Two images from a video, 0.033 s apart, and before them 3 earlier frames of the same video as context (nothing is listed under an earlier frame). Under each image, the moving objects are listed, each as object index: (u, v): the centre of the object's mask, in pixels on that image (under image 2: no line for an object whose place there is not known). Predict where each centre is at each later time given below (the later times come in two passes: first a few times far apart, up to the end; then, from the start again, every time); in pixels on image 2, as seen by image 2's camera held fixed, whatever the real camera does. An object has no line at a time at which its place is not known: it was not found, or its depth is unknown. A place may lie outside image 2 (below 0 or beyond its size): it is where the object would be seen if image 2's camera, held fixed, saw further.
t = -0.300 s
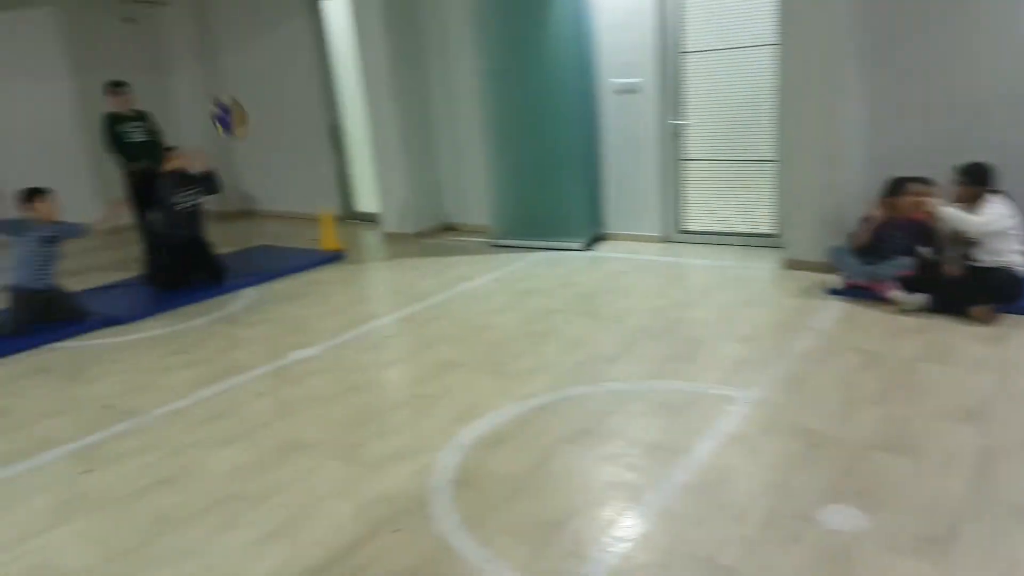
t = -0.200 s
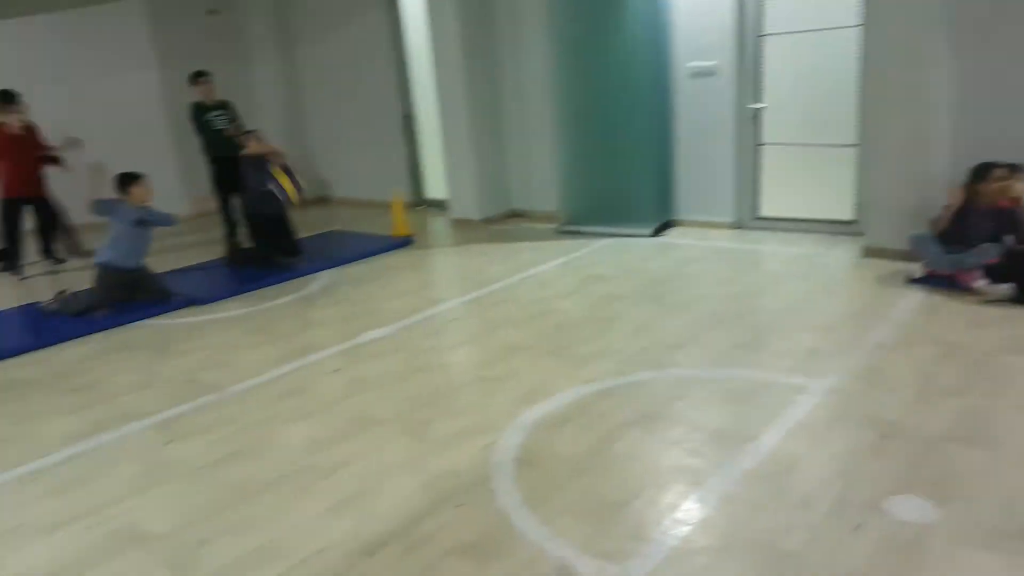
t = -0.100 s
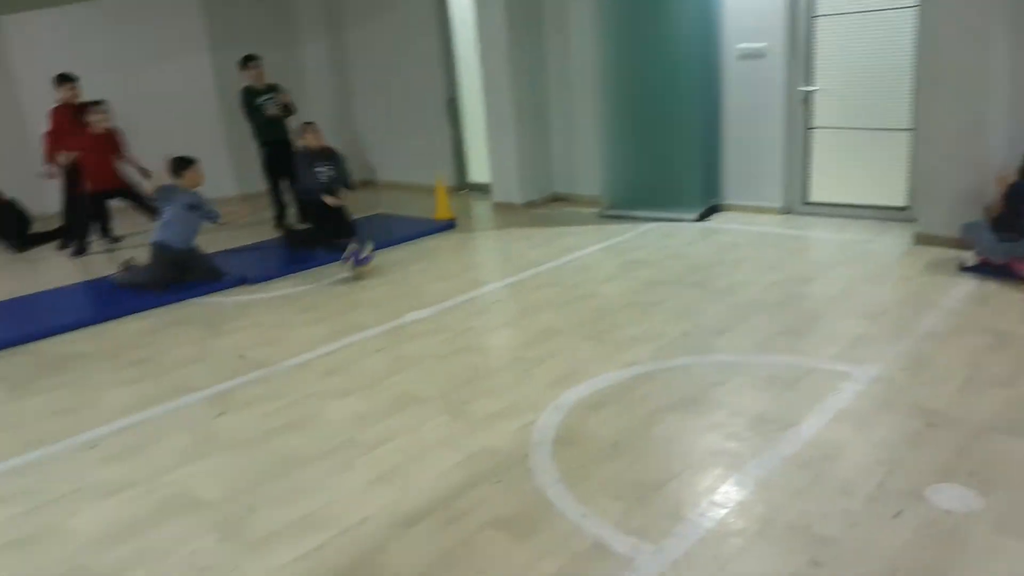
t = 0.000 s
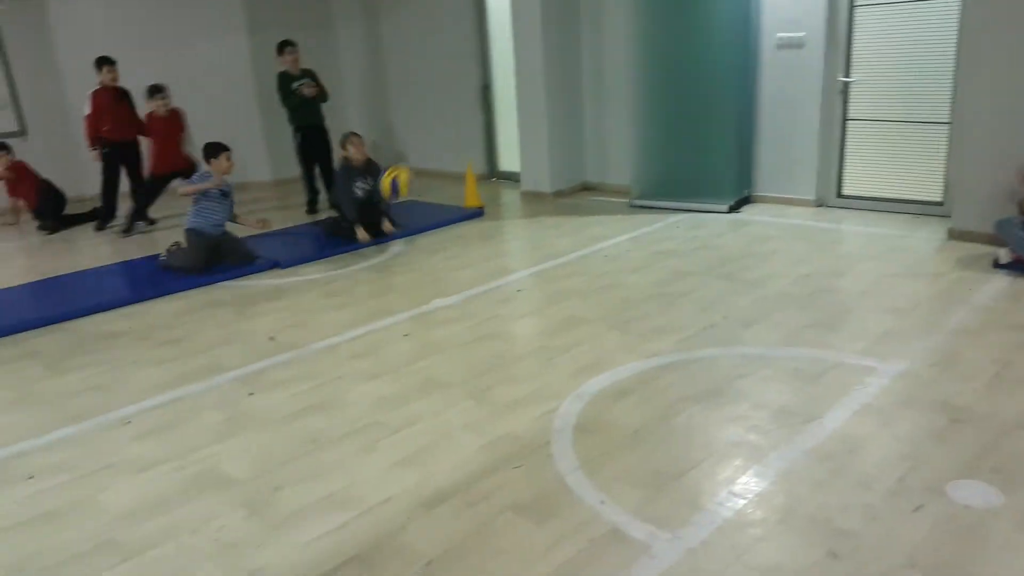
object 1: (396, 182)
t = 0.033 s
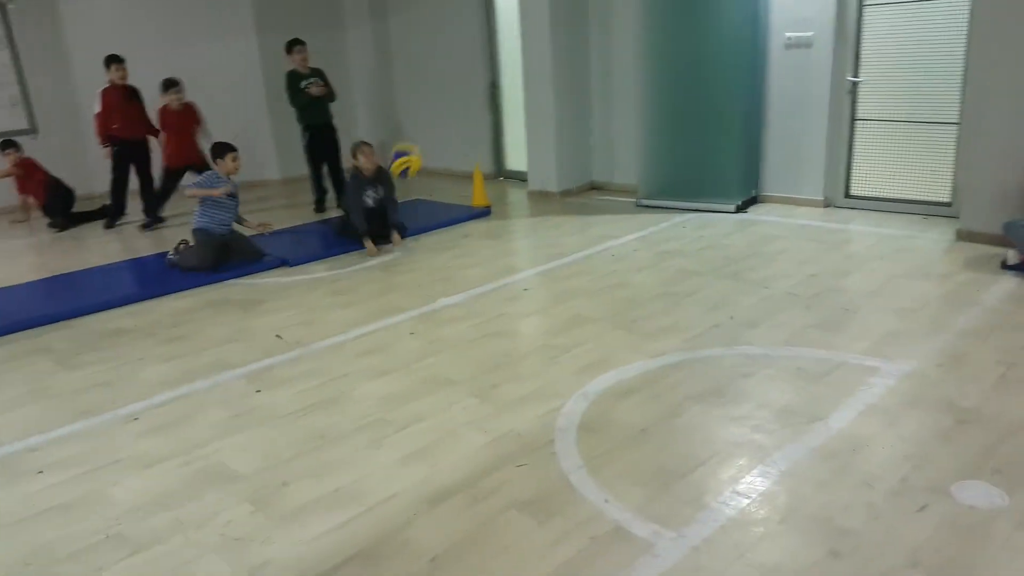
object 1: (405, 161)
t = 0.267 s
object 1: (442, 41)
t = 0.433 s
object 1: (481, 9)
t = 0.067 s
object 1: (409, 141)
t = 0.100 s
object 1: (414, 120)
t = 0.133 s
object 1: (418, 102)
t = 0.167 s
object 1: (423, 84)
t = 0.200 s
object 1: (429, 69)
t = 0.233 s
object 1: (436, 53)
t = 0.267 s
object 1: (442, 41)
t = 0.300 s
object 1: (449, 28)
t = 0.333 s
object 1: (457, 19)
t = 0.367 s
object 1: (467, 14)
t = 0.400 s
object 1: (472, 11)
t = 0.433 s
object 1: (481, 9)
